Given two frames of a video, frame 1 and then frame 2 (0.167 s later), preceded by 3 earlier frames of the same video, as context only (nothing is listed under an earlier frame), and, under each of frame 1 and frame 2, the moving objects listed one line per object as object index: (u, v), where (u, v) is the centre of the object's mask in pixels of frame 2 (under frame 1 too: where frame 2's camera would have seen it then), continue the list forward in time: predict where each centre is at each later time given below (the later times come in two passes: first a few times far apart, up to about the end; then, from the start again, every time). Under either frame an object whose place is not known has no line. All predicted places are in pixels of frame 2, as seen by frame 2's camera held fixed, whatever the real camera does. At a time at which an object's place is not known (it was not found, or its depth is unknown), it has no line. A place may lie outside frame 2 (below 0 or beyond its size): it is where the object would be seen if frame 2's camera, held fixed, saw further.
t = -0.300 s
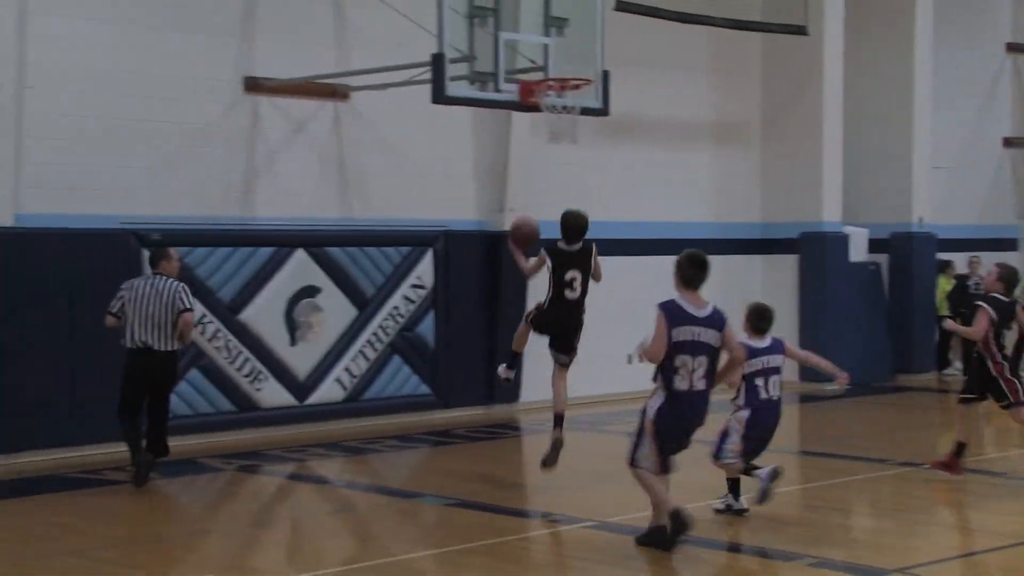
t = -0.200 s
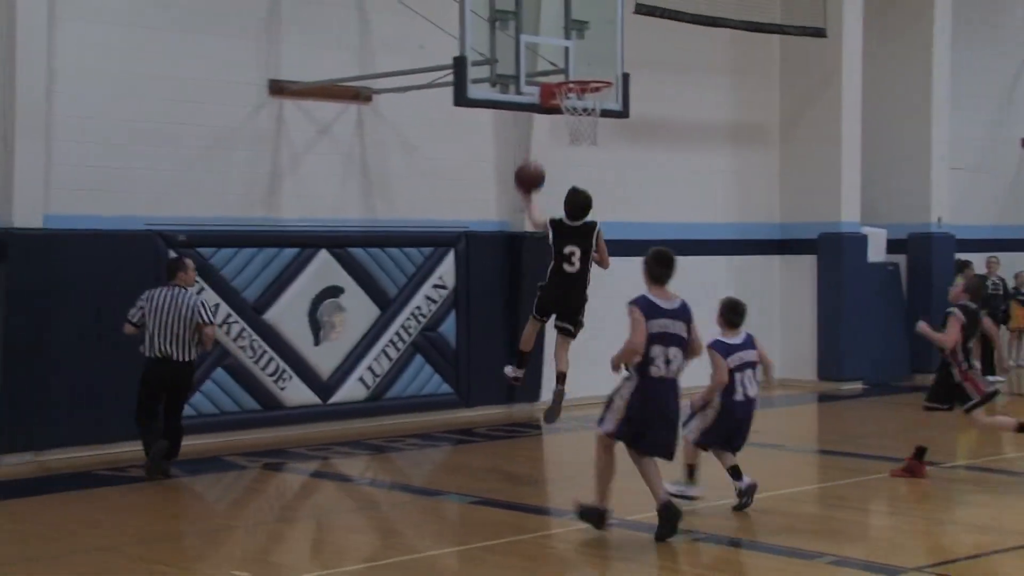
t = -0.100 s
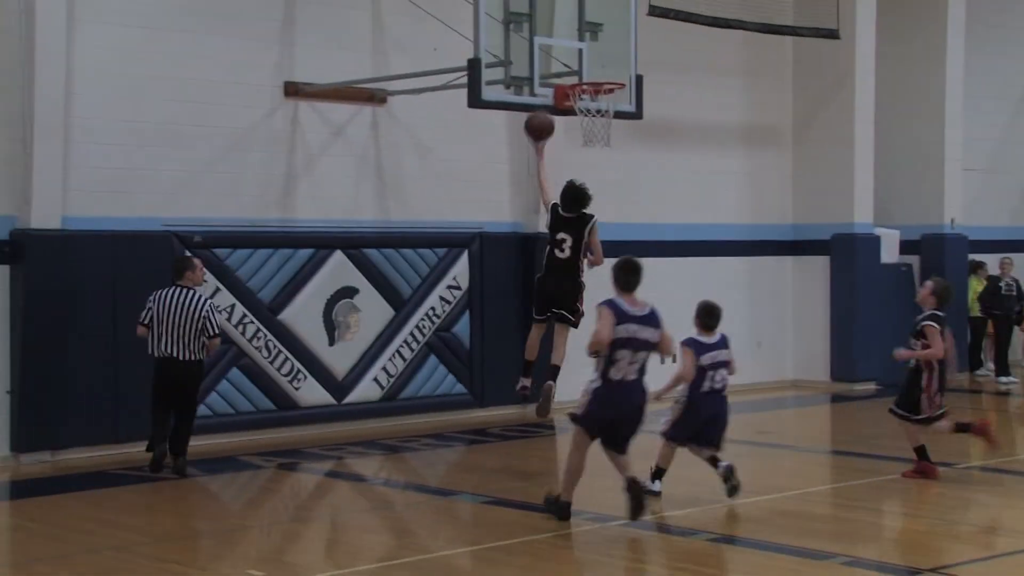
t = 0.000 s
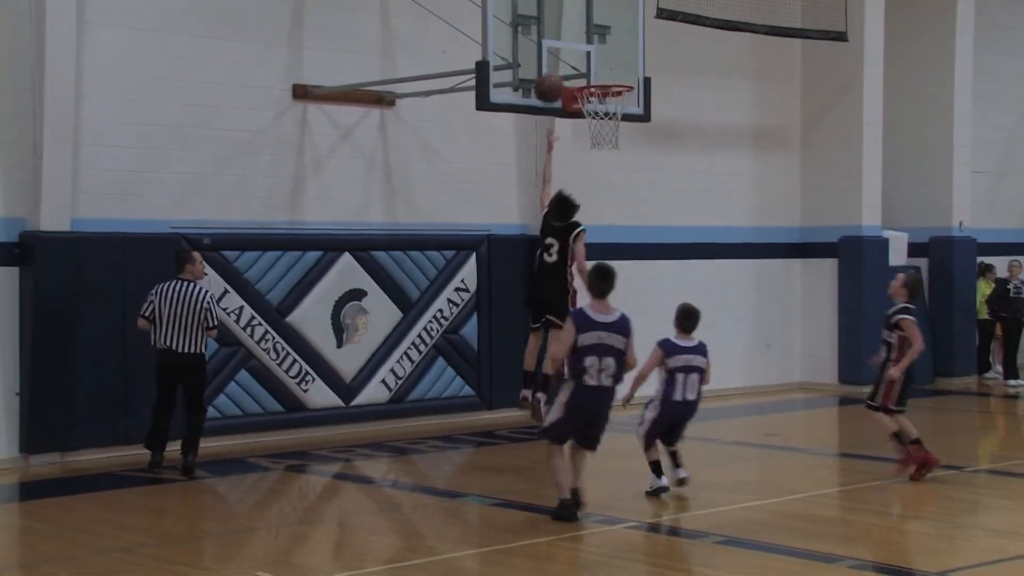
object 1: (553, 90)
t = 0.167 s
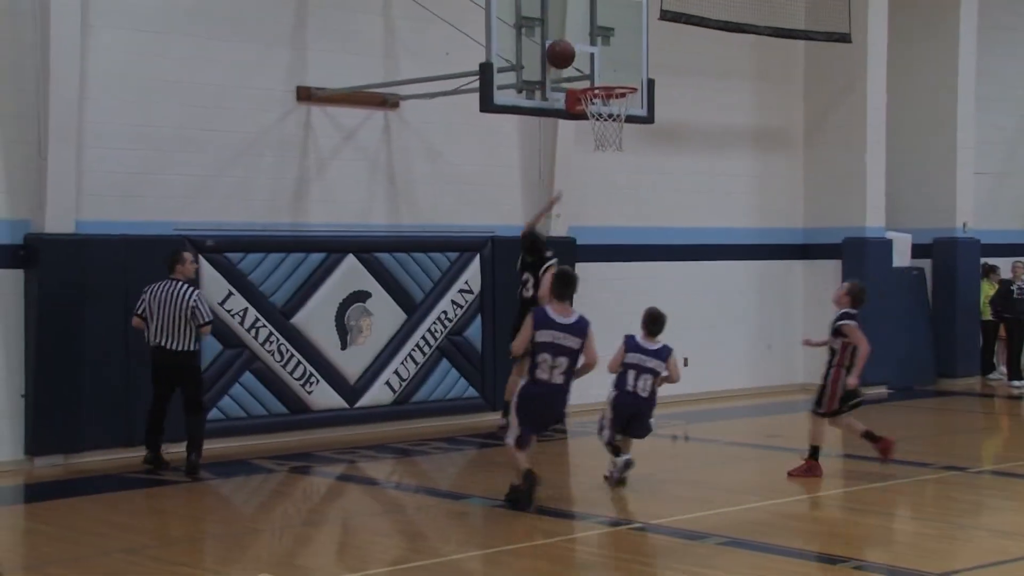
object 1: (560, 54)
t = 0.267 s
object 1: (575, 50)
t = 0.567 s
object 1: (617, 110)
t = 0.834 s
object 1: (622, 196)
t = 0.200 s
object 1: (565, 52)
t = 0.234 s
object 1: (570, 50)
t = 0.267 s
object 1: (575, 50)
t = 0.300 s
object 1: (579, 52)
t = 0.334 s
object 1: (584, 54)
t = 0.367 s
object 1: (589, 59)
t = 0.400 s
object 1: (593, 64)
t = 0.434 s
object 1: (598, 70)
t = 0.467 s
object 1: (603, 75)
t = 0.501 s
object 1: (608, 88)
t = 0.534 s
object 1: (613, 100)
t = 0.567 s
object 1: (617, 110)
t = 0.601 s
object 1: (619, 121)
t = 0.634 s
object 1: (620, 128)
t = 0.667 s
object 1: (622, 142)
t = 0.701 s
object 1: (621, 147)
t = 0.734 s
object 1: (622, 157)
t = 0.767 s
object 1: (622, 168)
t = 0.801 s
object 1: (622, 182)
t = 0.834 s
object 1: (622, 196)
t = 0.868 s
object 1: (624, 212)
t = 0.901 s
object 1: (624, 229)
